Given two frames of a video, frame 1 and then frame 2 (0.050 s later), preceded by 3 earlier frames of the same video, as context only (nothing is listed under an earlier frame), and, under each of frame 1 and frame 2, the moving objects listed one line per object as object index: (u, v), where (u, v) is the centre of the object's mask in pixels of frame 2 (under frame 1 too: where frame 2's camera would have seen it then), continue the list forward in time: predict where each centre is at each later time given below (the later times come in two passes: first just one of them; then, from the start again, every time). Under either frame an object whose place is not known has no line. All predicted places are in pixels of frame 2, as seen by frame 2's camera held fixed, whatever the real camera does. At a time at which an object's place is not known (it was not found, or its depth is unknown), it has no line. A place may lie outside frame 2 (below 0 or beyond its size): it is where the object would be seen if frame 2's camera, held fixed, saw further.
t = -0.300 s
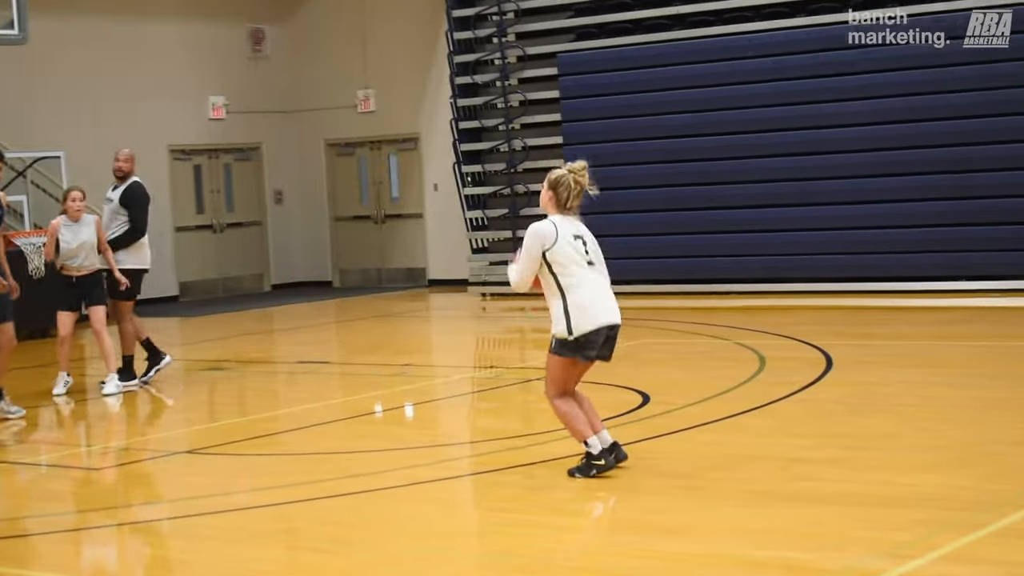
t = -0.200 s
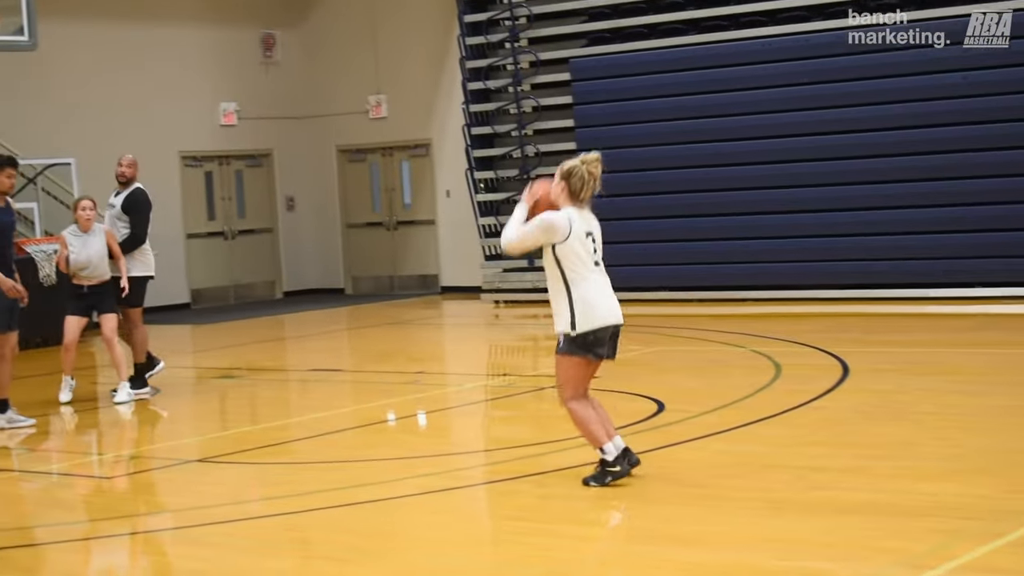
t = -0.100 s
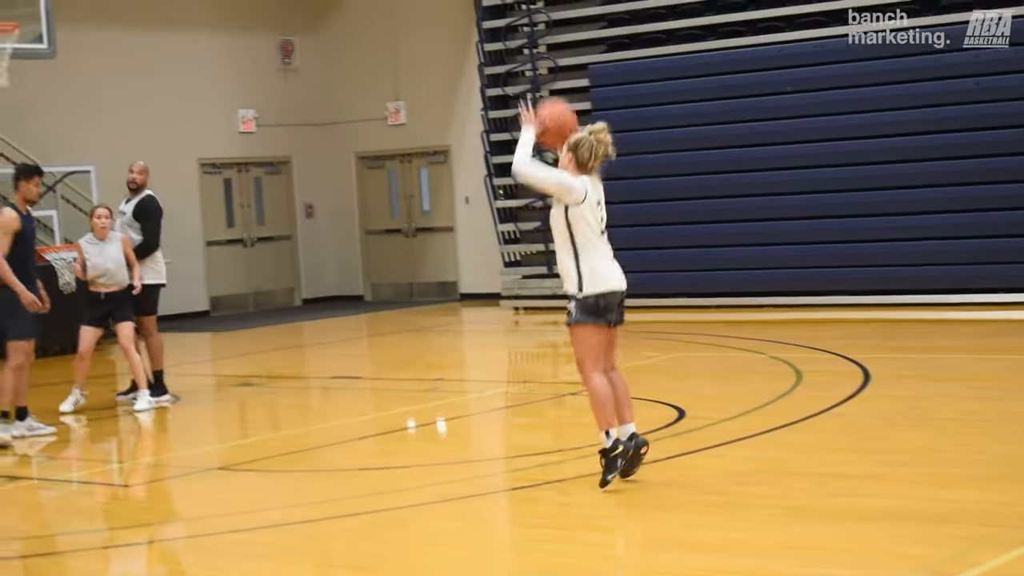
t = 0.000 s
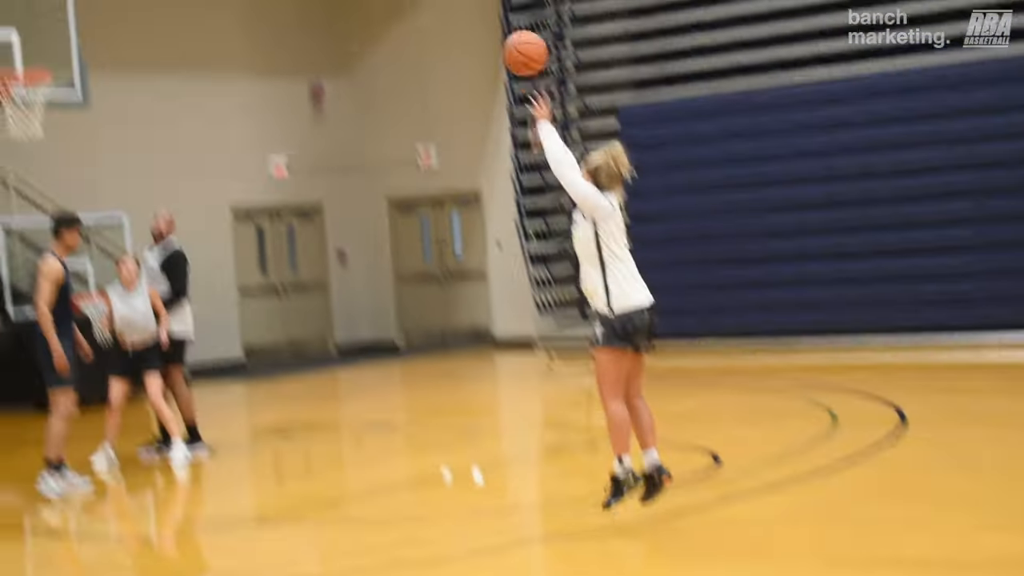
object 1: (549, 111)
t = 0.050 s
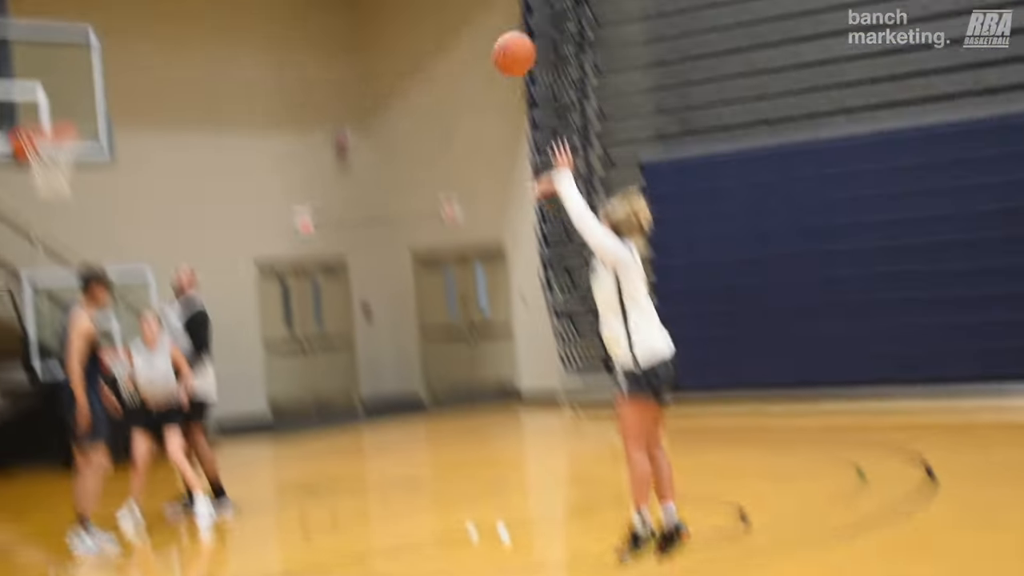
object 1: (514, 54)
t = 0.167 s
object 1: (444, -41)
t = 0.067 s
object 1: (504, 38)
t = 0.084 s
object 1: (494, 24)
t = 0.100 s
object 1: (483, 10)
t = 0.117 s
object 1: (473, -4)
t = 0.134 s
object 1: (464, -17)
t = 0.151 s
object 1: (453, -29)
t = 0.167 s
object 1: (444, -41)
